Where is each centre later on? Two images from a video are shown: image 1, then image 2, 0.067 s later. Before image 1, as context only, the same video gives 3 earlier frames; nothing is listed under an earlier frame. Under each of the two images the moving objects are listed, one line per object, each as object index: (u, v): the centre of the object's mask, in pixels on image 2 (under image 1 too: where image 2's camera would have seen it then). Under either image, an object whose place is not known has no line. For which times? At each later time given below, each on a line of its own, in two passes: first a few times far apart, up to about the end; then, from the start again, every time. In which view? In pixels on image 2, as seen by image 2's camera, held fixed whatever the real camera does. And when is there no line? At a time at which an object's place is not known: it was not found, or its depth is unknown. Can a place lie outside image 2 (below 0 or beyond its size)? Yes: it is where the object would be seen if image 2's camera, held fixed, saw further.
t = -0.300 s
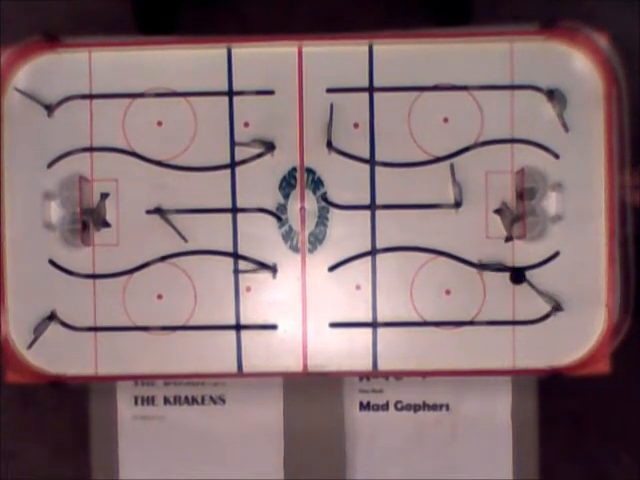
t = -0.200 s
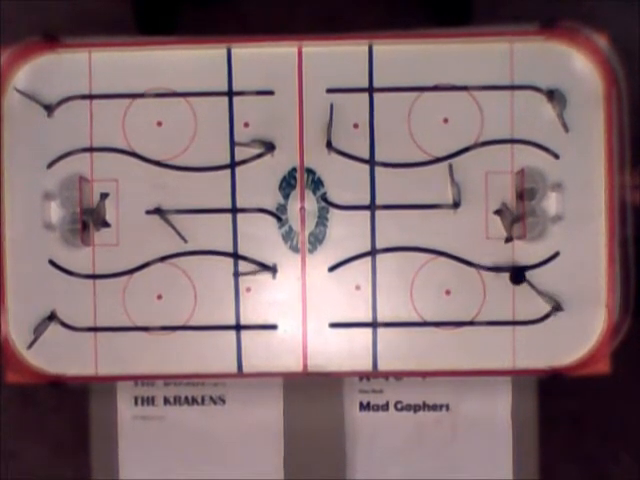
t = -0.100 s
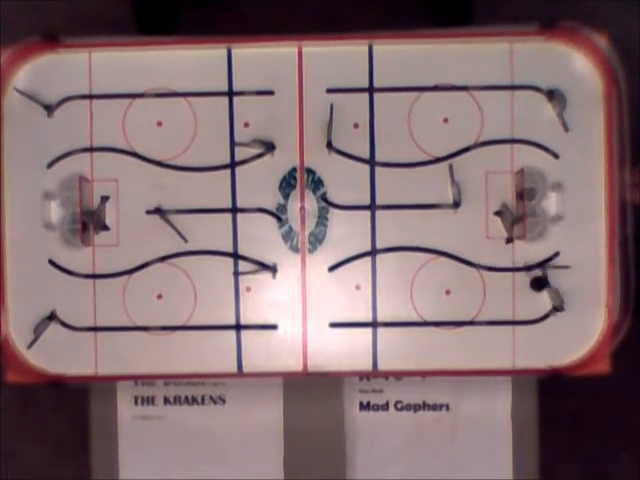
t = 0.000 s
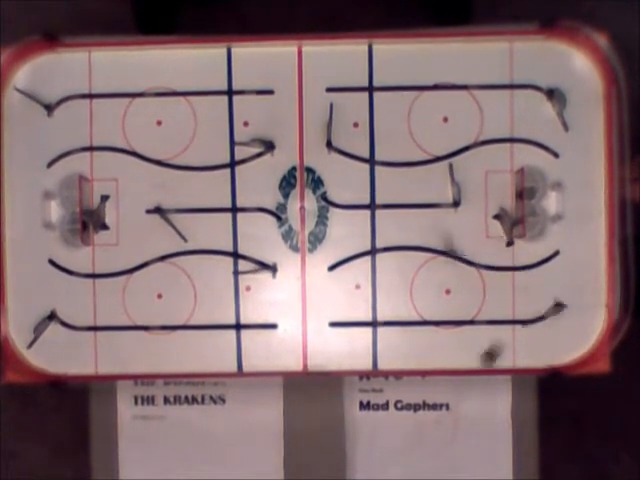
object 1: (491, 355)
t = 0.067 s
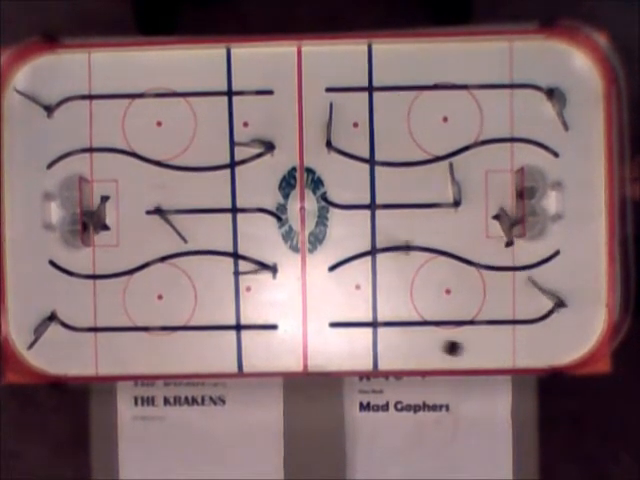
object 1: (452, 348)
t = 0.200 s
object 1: (387, 327)
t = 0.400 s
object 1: (321, 320)
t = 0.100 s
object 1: (435, 341)
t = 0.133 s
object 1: (418, 335)
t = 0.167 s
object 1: (402, 331)
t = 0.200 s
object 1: (387, 327)
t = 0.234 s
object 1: (373, 325)
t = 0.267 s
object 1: (360, 325)
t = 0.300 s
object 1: (348, 323)
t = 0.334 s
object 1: (337, 322)
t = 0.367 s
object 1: (328, 321)
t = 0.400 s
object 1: (321, 320)
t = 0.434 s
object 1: (315, 319)
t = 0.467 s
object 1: (311, 319)
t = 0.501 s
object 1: (309, 318)
